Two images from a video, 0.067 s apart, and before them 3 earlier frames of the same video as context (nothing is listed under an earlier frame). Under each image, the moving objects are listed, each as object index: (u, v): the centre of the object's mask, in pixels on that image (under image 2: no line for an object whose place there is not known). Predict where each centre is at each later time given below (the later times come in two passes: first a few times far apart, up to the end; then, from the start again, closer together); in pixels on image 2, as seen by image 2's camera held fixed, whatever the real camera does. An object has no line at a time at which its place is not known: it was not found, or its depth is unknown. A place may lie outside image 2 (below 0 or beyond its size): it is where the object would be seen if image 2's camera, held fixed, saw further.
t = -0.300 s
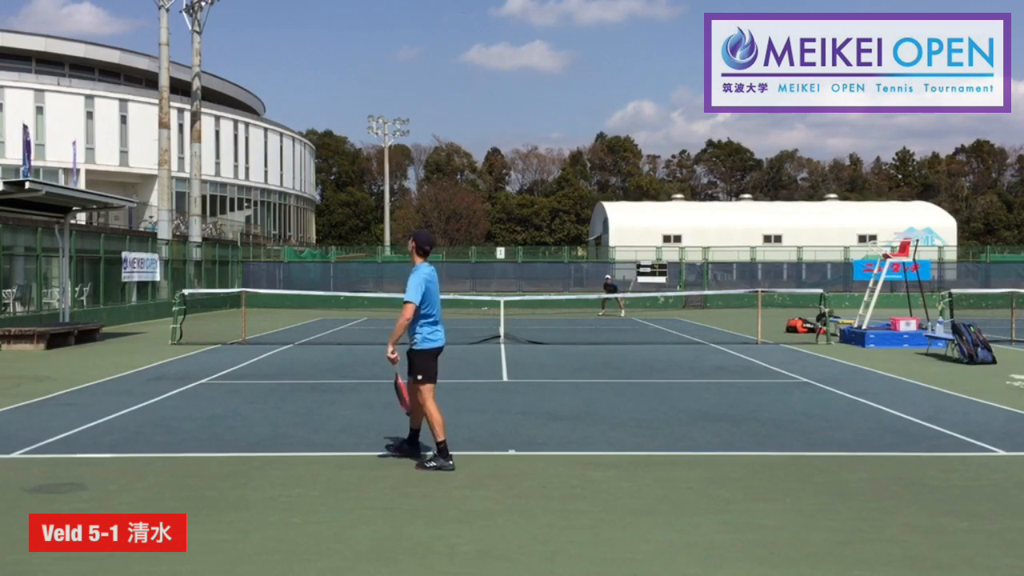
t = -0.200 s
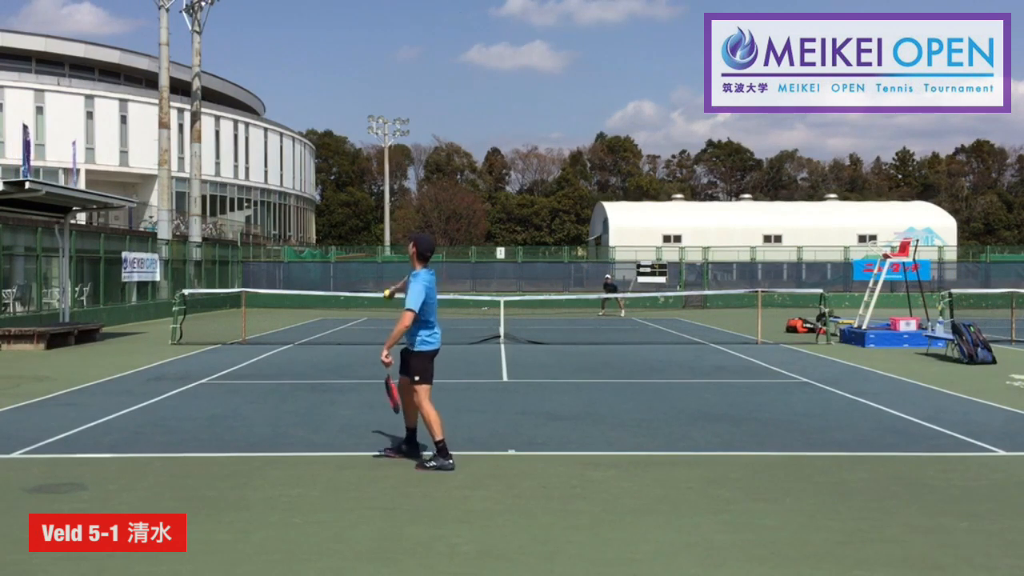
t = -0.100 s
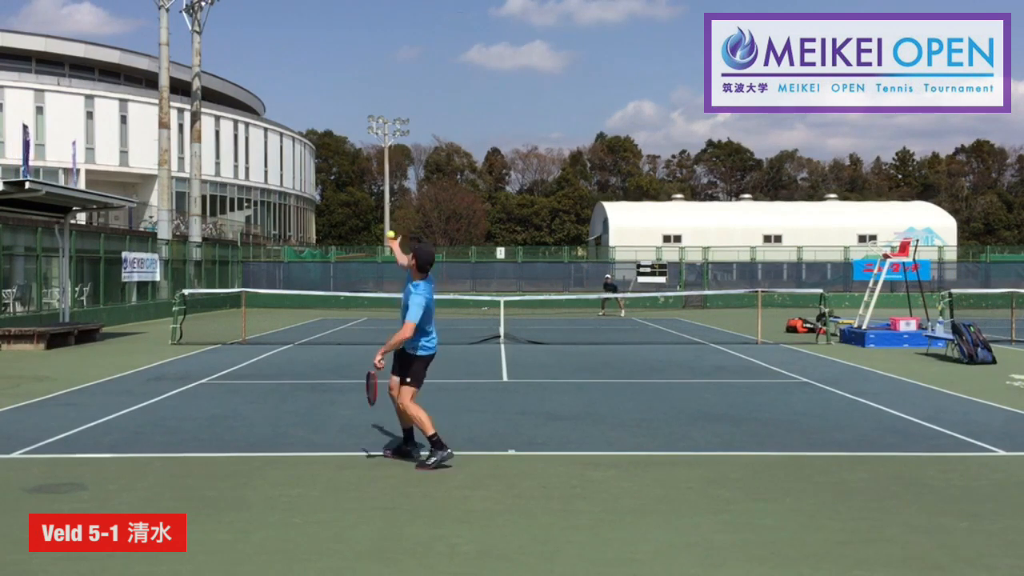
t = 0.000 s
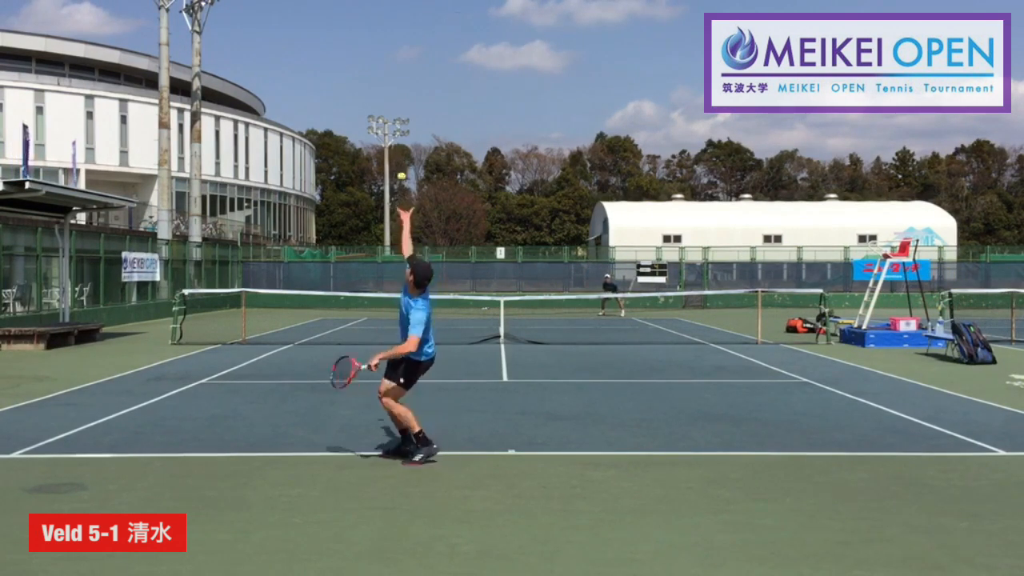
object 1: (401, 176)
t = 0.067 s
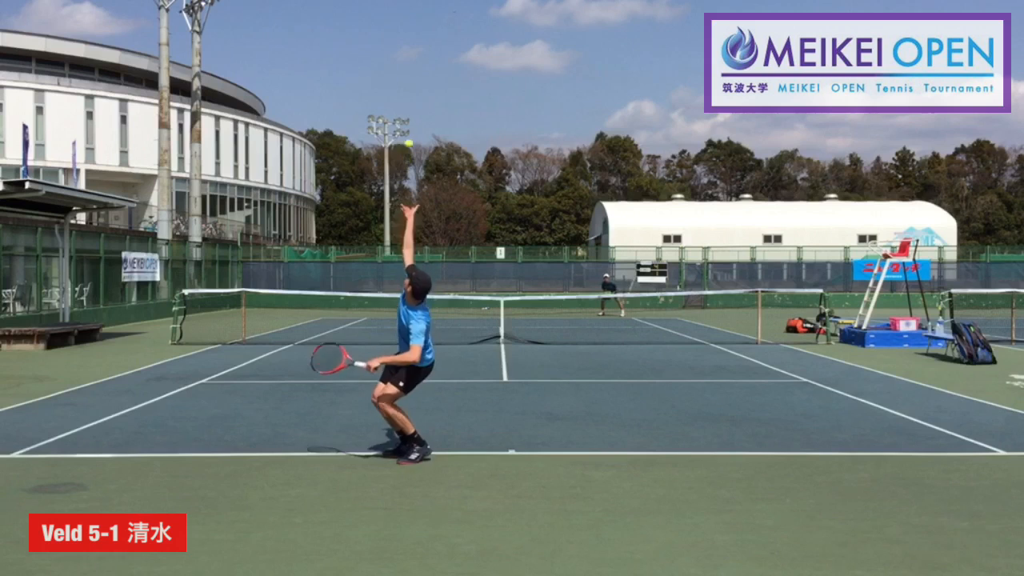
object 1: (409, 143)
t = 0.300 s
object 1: (433, 69)
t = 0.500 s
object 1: (455, 56)
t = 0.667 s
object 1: (473, 81)
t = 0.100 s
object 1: (412, 129)
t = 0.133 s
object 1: (416, 116)
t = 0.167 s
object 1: (420, 104)
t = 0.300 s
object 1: (433, 69)
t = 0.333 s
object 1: (437, 64)
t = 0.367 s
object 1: (441, 60)
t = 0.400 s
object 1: (444, 57)
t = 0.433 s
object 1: (448, 55)
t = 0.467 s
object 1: (451, 55)
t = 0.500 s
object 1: (455, 56)
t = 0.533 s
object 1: (458, 58)
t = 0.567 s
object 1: (462, 62)
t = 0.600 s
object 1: (466, 67)
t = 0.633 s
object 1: (469, 73)
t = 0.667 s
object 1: (473, 81)
